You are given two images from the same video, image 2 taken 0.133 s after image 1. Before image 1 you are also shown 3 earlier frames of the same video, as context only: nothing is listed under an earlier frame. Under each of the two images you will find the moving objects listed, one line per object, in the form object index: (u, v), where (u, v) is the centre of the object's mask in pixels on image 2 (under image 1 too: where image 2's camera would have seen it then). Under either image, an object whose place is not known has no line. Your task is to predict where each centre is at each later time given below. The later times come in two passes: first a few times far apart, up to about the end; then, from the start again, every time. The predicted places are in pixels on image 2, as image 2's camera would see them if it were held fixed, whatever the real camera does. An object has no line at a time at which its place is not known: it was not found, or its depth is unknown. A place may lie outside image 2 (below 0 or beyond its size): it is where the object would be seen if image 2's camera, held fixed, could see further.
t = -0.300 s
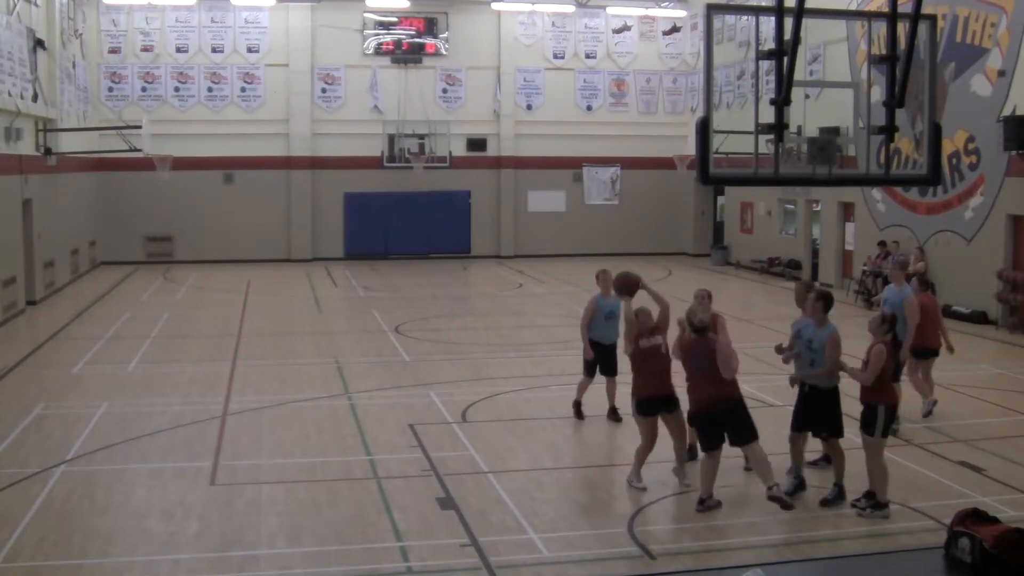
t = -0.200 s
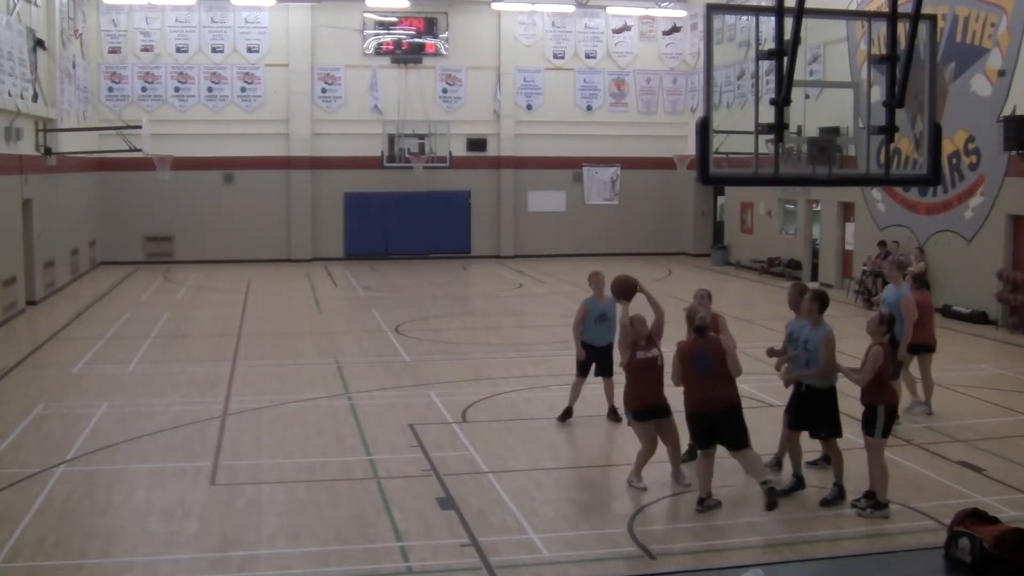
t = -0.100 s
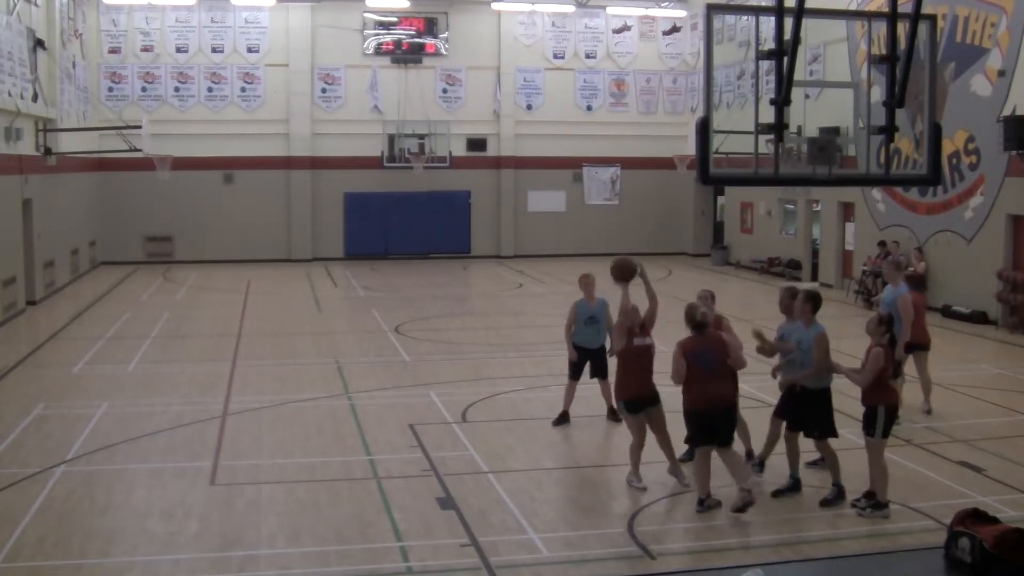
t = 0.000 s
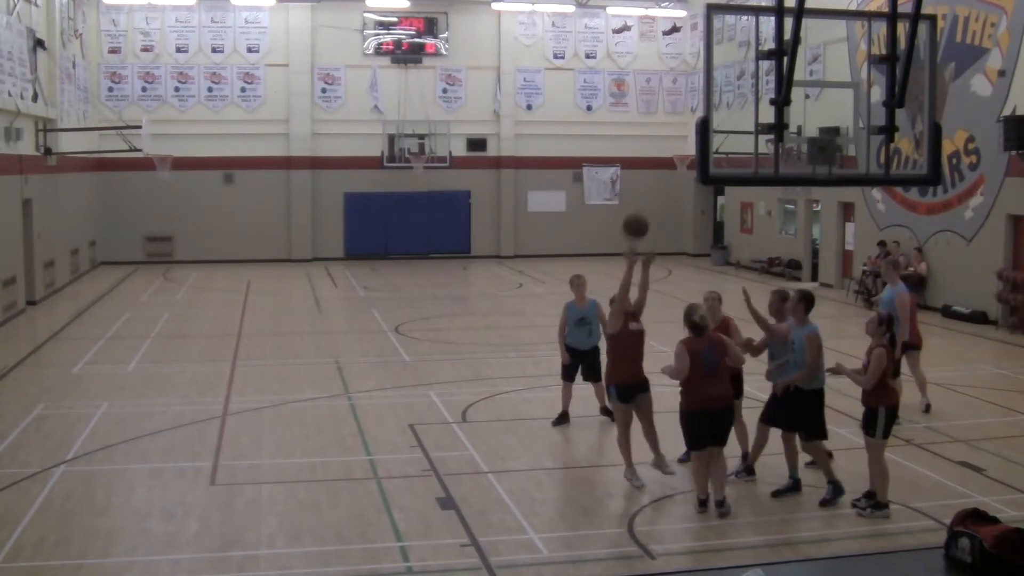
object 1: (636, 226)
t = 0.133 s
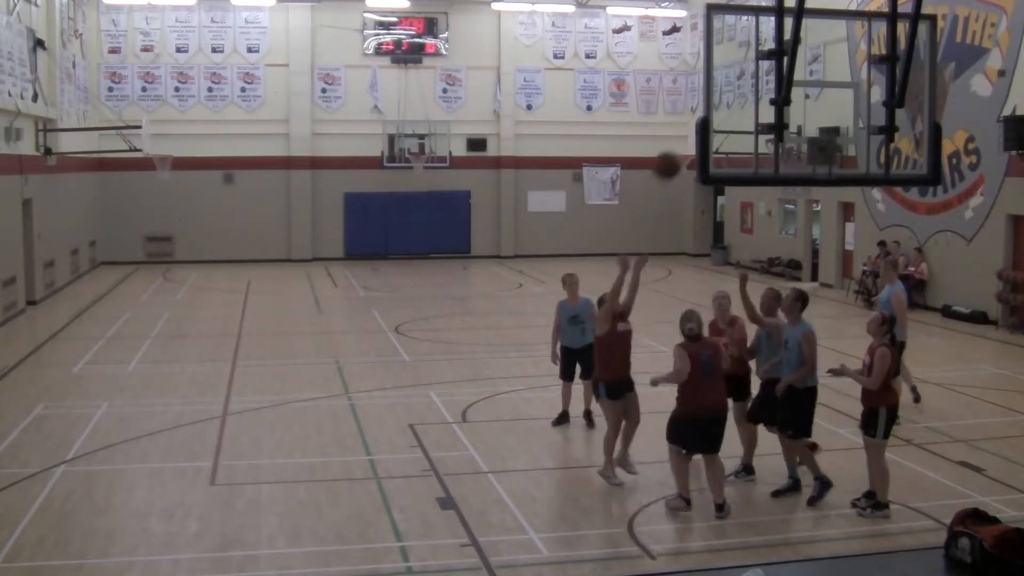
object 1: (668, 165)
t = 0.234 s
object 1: (687, 131)
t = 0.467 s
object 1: (748, 94)
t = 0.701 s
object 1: (810, 121)
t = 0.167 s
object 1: (674, 153)
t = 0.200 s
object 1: (682, 141)
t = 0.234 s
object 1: (687, 131)
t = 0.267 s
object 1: (693, 121)
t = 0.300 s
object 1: (697, 111)
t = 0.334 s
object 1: (720, 108)
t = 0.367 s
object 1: (725, 103)
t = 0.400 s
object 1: (732, 99)
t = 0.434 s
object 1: (740, 96)
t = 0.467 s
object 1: (748, 94)
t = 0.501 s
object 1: (757, 94)
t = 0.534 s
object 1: (764, 96)
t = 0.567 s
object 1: (769, 99)
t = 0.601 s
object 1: (795, 104)
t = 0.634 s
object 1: (799, 108)
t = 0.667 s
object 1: (803, 116)
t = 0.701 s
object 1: (810, 121)
